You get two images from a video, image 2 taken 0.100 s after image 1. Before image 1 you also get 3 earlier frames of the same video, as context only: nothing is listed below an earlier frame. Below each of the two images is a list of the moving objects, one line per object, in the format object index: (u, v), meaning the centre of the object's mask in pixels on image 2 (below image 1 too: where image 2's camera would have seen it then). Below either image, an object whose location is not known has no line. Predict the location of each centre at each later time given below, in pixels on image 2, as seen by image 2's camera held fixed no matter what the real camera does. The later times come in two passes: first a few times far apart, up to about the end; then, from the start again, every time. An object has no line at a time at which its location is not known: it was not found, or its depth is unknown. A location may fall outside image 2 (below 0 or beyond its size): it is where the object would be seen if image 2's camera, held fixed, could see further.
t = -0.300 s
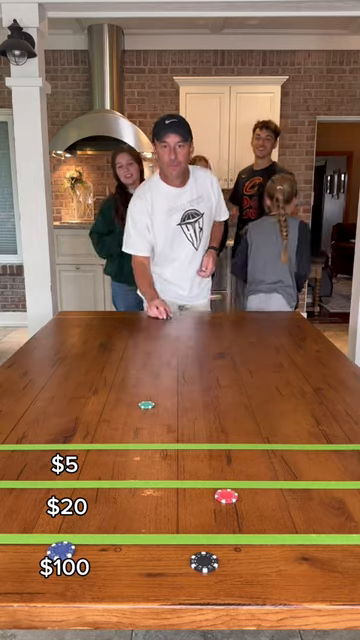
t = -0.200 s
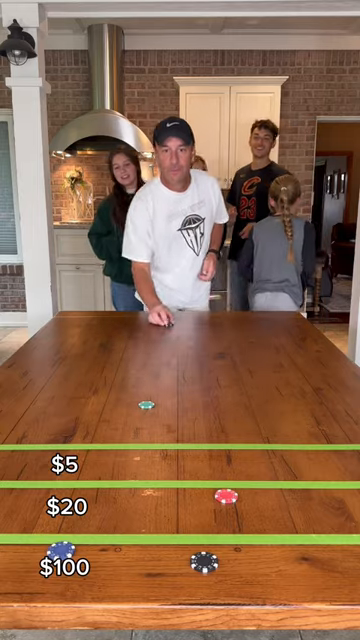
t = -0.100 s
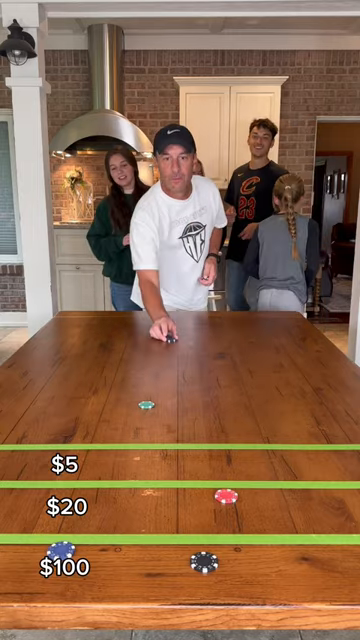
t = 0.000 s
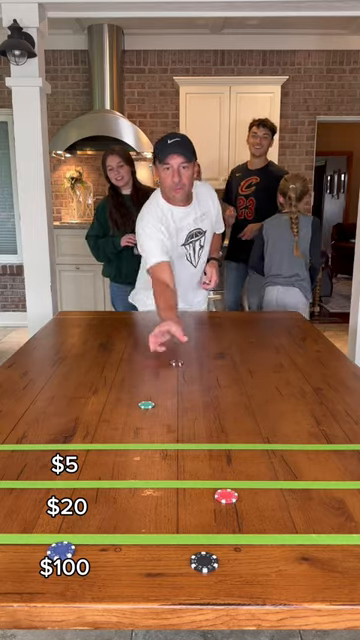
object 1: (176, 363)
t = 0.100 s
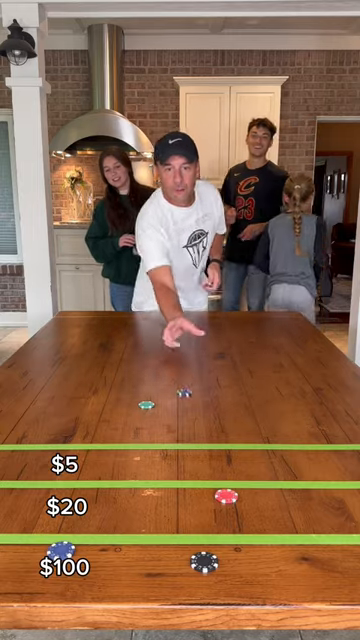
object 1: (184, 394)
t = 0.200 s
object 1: (195, 435)
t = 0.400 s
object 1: (167, 522)
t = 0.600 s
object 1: (100, 569)
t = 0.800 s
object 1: (60, 597)
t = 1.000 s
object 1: (55, 624)
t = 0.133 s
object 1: (187, 405)
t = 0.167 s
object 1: (191, 419)
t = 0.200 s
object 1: (195, 435)
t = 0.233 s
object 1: (200, 451)
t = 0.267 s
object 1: (205, 477)
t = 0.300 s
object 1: (207, 492)
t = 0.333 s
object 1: (195, 502)
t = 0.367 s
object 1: (181, 512)
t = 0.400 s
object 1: (167, 522)
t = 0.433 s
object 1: (154, 528)
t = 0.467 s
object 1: (142, 537)
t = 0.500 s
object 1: (129, 546)
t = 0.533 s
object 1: (119, 554)
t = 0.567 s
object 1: (108, 562)
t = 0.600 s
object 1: (100, 569)
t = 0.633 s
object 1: (91, 577)
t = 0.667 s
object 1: (81, 582)
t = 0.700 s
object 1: (74, 587)
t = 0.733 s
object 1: (69, 590)
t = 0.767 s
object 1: (64, 594)
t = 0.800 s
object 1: (60, 597)
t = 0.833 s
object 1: (58, 599)
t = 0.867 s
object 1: (57, 601)
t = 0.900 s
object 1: (56, 603)
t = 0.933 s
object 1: (56, 606)
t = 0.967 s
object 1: (55, 612)
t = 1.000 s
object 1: (55, 624)
